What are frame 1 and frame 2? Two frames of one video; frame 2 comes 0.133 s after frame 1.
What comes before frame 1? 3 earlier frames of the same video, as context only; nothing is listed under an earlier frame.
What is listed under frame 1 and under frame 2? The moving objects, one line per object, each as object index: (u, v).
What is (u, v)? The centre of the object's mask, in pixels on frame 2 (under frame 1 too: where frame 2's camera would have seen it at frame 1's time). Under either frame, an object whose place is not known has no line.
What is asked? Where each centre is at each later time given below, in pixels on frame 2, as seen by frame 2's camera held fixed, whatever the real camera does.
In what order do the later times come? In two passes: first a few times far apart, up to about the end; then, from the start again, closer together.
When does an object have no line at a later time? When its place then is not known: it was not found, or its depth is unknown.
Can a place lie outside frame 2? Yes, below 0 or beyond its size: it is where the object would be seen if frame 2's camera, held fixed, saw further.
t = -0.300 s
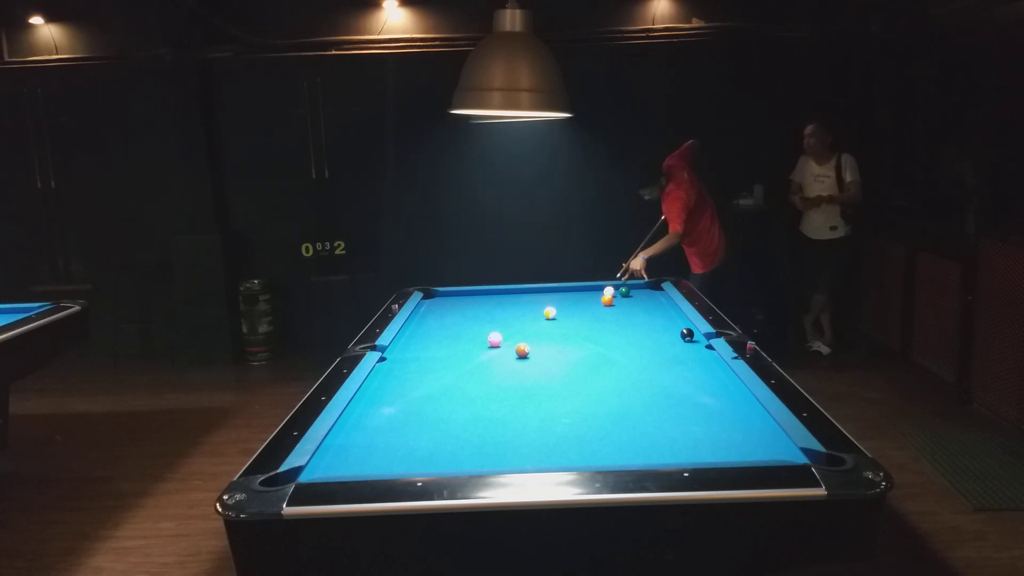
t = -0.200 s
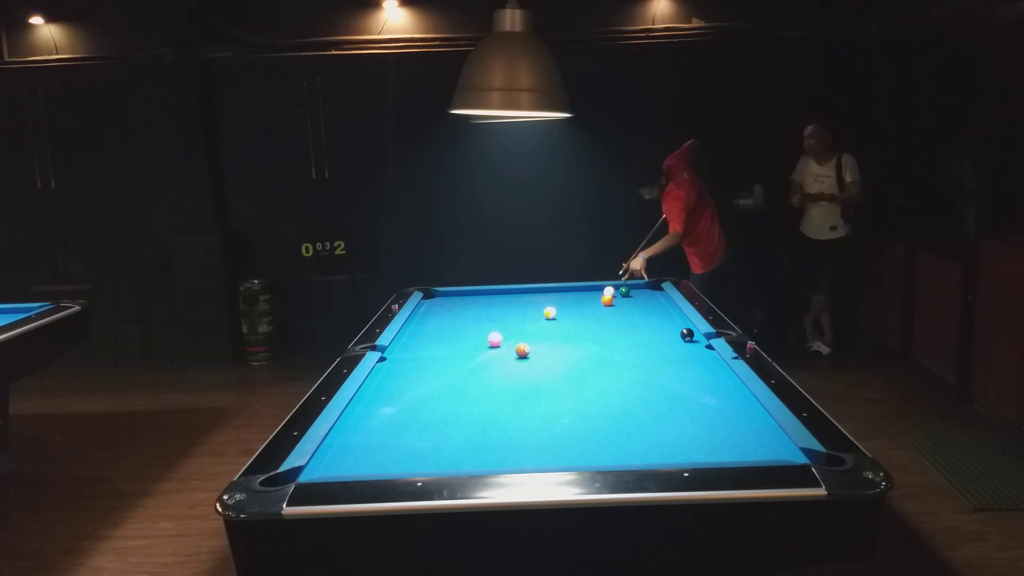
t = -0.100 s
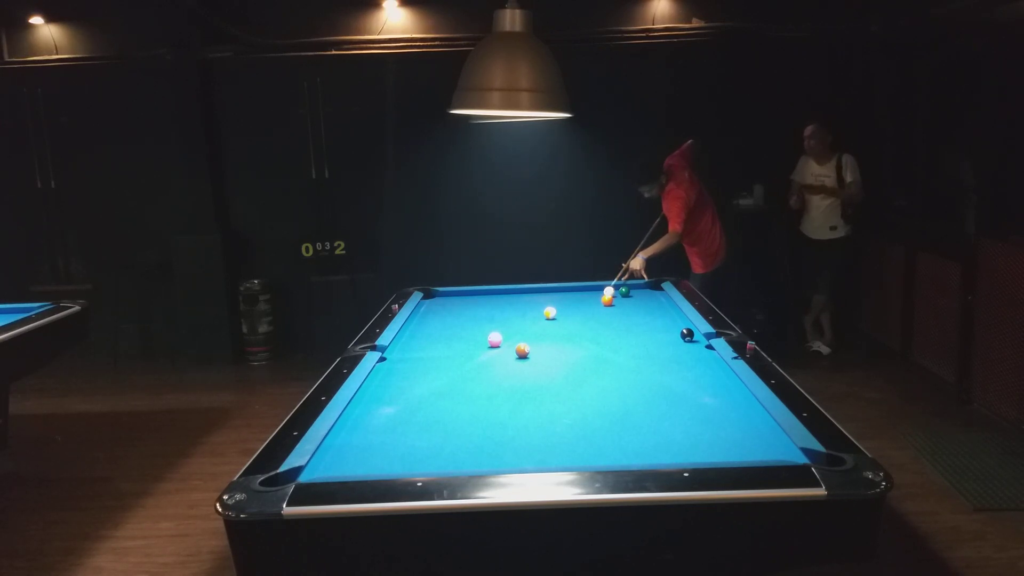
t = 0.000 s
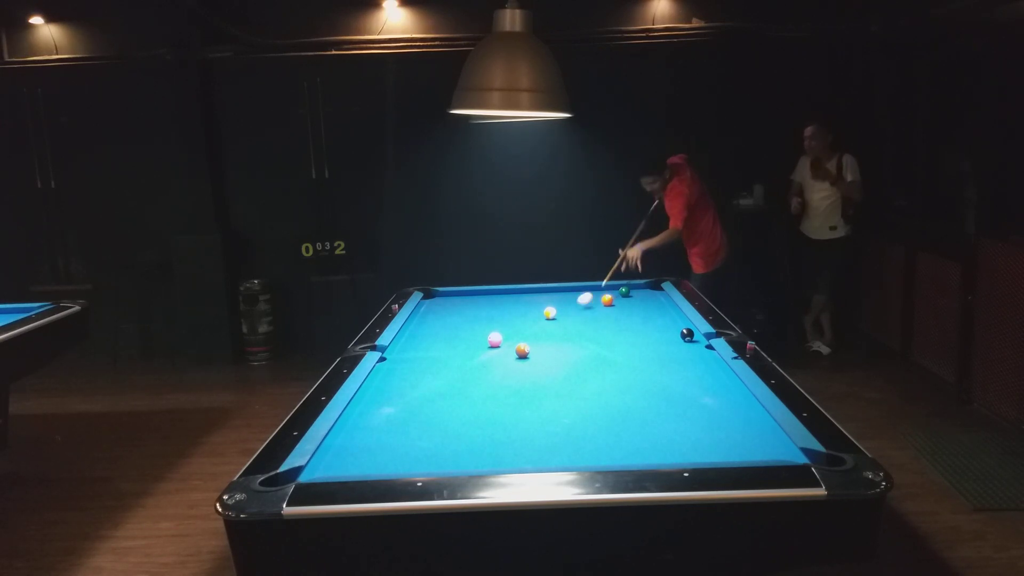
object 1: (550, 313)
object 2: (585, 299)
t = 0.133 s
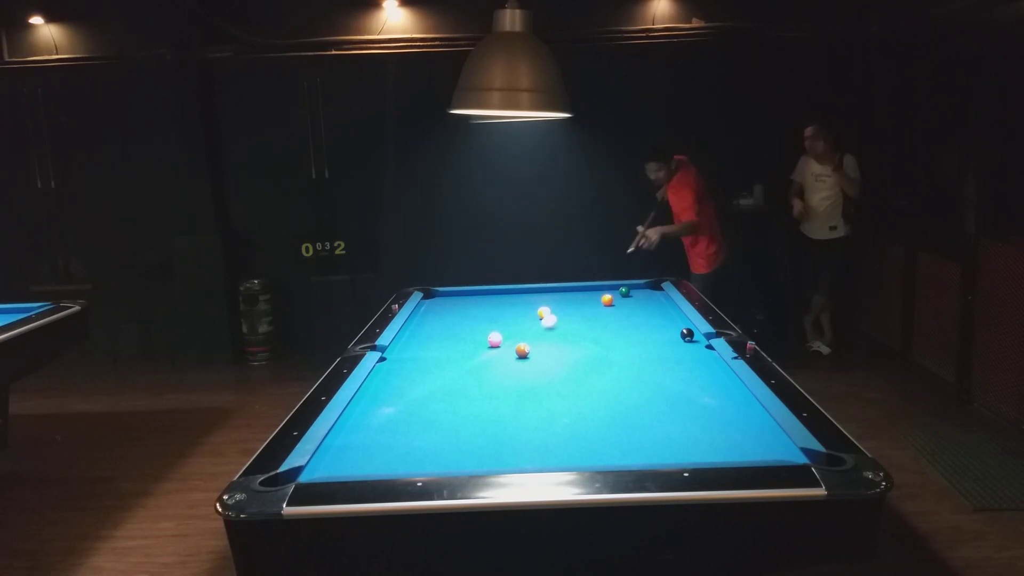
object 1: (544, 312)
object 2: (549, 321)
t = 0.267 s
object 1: (532, 312)
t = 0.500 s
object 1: (513, 312)
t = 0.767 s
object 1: (493, 312)
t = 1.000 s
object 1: (477, 311)
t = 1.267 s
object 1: (460, 311)
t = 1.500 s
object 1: (447, 311)
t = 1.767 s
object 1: (433, 311)
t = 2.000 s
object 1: (422, 310)
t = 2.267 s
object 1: (423, 310)
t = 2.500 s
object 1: (428, 310)
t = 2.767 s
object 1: (431, 309)
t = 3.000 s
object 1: (434, 309)
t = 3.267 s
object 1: (435, 309)
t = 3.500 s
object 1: (436, 309)
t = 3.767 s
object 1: (436, 309)
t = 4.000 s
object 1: (436, 309)
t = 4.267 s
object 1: (436, 309)
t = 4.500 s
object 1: (436, 309)
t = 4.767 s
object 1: (436, 309)
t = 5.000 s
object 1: (436, 309)
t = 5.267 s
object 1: (436, 309)
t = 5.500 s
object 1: (436, 309)
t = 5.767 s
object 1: (436, 309)
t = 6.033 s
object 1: (436, 309)
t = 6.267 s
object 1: (436, 309)
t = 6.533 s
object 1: (436, 309)
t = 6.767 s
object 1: (436, 309)
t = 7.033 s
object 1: (436, 309)
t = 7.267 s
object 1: (436, 309)
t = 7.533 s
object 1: (436, 309)
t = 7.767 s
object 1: (436, 309)
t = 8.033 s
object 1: (436, 309)
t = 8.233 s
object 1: (436, 308)
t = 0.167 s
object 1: (541, 312)
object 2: (541, 327)
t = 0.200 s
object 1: (538, 312)
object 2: (531, 333)
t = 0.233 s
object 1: (535, 312)
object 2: (521, 338)
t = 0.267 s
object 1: (532, 312)
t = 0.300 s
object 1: (530, 312)
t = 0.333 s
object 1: (527, 312)
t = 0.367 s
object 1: (524, 312)
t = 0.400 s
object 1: (521, 312)
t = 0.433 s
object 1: (519, 312)
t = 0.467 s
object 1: (516, 312)
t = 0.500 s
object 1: (513, 312)
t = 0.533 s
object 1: (511, 312)
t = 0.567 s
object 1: (508, 312)
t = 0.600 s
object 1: (506, 312)
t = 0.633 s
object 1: (503, 312)
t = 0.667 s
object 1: (501, 312)
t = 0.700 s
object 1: (498, 312)
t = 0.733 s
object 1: (496, 312)
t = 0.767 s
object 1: (493, 312)
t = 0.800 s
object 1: (491, 312)
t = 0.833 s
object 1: (489, 312)
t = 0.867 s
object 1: (486, 311)
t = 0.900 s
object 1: (484, 311)
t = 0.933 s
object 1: (482, 311)
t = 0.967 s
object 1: (479, 311)
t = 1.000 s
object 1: (477, 311)
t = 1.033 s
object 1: (475, 311)
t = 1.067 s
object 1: (473, 311)
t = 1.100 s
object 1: (471, 311)
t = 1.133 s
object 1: (468, 311)
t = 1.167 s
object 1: (466, 311)
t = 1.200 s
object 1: (464, 311)
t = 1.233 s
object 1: (462, 311)
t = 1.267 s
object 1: (460, 311)
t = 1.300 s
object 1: (458, 311)
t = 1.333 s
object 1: (456, 311)
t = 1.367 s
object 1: (454, 311)
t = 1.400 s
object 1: (453, 311)
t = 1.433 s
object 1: (451, 311)
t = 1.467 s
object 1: (449, 311)
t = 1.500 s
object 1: (447, 311)
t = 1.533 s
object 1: (445, 311)
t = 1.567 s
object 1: (443, 311)
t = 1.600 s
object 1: (441, 311)
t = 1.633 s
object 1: (439, 311)
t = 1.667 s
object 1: (438, 311)
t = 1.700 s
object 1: (436, 311)
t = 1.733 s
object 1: (434, 311)
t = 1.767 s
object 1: (433, 311)
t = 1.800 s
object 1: (431, 311)
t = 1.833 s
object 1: (429, 310)
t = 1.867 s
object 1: (428, 311)
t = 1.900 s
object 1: (426, 311)
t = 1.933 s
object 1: (425, 310)
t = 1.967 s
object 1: (423, 310)
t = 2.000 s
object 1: (422, 310)
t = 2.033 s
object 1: (420, 310)
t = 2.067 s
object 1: (419, 310)
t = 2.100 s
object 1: (419, 310)
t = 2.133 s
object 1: (420, 310)
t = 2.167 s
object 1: (421, 310)
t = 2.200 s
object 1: (421, 310)
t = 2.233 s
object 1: (422, 310)
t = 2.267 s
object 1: (423, 310)
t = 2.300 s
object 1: (424, 310)
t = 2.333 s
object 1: (424, 310)
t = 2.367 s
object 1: (425, 310)
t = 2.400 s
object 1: (426, 310)
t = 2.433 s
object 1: (426, 310)
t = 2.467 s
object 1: (427, 310)
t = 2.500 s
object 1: (428, 310)
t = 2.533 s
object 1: (428, 309)
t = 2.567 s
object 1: (428, 309)
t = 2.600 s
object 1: (429, 309)
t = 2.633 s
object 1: (430, 309)
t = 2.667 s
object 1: (430, 309)
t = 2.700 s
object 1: (430, 309)
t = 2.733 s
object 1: (431, 309)
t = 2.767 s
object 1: (431, 309)
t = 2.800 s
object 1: (432, 309)
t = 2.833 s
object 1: (432, 309)
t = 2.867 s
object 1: (433, 309)
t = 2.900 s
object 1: (433, 309)
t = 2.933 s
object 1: (433, 309)
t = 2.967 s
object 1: (433, 309)
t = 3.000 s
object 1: (434, 309)
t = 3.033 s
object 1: (434, 309)
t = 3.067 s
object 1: (435, 309)
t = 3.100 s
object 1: (435, 309)
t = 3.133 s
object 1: (435, 309)
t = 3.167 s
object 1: (435, 309)
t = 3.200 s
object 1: (435, 309)
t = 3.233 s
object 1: (435, 309)
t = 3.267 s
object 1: (435, 309)
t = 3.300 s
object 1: (436, 309)
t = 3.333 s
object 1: (436, 309)
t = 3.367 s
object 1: (436, 309)
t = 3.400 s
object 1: (436, 309)
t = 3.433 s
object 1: (436, 309)
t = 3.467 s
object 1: (436, 309)
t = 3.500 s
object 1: (436, 309)
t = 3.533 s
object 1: (436, 309)
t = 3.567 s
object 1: (436, 309)
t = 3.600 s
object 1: (436, 309)
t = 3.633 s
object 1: (436, 309)
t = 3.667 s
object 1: (436, 309)
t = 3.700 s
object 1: (436, 309)
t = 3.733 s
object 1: (436, 309)
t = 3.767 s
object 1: (436, 309)
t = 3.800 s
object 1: (436, 309)
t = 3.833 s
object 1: (436, 309)
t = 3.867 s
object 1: (436, 309)
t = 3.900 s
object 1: (436, 309)
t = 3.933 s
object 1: (436, 309)
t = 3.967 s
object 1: (436, 309)
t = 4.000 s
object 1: (436, 309)
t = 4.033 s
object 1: (436, 309)
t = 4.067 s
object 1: (436, 309)
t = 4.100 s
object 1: (436, 309)
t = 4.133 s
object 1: (436, 309)
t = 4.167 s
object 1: (436, 309)
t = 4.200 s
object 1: (436, 309)
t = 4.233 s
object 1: (436, 309)
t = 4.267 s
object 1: (436, 309)
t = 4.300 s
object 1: (436, 309)
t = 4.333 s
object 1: (436, 309)
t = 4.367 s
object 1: (436, 309)
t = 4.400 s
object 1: (436, 309)
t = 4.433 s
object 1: (436, 309)
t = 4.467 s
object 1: (436, 309)
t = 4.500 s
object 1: (436, 309)
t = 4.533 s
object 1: (436, 309)
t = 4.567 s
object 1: (436, 309)
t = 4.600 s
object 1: (436, 309)
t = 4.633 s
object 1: (436, 309)
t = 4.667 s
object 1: (436, 309)
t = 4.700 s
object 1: (436, 309)
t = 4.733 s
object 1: (436, 309)
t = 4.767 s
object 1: (436, 309)
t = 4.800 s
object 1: (436, 309)
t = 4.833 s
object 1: (436, 309)
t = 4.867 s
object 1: (436, 309)
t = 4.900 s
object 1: (436, 309)
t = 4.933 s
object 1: (436, 309)
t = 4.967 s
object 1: (436, 309)
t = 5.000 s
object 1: (436, 309)
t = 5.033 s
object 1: (436, 309)
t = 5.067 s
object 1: (436, 309)
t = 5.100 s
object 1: (436, 309)
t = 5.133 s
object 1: (436, 309)
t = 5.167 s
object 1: (436, 309)
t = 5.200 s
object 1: (436, 309)
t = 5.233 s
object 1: (436, 309)
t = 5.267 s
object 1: (436, 309)
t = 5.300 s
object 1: (436, 309)
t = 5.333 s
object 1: (436, 309)
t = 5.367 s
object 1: (436, 309)
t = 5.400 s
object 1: (436, 309)
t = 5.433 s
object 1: (436, 309)
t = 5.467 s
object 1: (436, 309)
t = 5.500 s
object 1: (436, 309)
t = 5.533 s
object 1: (436, 309)
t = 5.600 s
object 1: (436, 309)
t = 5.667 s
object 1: (436, 309)
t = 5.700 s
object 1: (436, 309)
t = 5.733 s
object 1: (436, 309)
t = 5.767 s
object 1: (436, 309)
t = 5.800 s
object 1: (436, 309)
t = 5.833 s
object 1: (436, 309)
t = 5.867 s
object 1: (436, 309)
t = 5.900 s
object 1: (436, 309)
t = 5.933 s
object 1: (436, 309)
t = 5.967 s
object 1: (436, 309)
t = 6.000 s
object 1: (436, 309)
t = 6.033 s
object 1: (436, 309)
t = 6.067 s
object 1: (436, 309)
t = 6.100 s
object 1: (436, 309)
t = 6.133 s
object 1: (436, 309)
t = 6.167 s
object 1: (436, 309)
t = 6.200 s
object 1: (436, 309)
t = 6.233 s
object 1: (436, 309)
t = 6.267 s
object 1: (436, 309)
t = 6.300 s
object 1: (436, 309)
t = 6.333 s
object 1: (436, 309)
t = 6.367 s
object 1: (436, 309)
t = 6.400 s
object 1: (436, 309)
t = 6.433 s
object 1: (436, 309)
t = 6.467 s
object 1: (436, 309)
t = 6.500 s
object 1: (436, 309)
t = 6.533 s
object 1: (436, 309)
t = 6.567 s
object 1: (436, 309)
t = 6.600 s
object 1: (436, 309)
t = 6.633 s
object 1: (436, 309)
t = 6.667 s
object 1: (436, 309)
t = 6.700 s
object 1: (436, 309)
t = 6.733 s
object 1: (436, 309)
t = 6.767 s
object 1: (436, 309)
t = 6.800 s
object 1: (436, 309)
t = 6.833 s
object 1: (436, 309)
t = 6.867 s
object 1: (436, 309)
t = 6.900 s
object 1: (436, 309)
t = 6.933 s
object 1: (436, 309)
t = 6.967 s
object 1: (436, 309)
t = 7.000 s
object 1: (436, 309)
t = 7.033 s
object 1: (436, 309)
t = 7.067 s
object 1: (436, 309)
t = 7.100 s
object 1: (436, 309)
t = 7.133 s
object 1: (436, 309)
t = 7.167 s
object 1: (436, 309)
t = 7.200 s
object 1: (436, 309)
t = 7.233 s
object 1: (436, 309)
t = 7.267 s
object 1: (436, 309)
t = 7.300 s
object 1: (436, 309)
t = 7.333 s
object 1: (436, 309)
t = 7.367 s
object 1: (436, 309)
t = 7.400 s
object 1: (436, 309)
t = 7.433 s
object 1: (436, 309)
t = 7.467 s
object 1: (436, 309)
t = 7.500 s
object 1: (436, 309)
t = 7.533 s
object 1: (436, 309)
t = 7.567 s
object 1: (436, 309)
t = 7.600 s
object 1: (436, 309)
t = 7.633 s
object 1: (436, 309)
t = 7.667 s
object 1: (436, 309)
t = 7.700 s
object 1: (436, 309)
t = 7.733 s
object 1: (436, 308)
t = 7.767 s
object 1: (436, 309)
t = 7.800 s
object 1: (436, 308)
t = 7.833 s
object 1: (436, 309)
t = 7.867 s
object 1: (436, 309)
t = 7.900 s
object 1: (436, 309)
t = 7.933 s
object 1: (436, 309)
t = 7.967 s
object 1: (436, 308)
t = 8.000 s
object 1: (436, 309)
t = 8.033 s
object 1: (436, 309)
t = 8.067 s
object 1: (436, 308)
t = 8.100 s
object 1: (436, 309)
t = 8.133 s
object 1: (436, 308)
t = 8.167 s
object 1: (436, 308)
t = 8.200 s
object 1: (436, 309)
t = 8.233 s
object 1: (436, 308)
